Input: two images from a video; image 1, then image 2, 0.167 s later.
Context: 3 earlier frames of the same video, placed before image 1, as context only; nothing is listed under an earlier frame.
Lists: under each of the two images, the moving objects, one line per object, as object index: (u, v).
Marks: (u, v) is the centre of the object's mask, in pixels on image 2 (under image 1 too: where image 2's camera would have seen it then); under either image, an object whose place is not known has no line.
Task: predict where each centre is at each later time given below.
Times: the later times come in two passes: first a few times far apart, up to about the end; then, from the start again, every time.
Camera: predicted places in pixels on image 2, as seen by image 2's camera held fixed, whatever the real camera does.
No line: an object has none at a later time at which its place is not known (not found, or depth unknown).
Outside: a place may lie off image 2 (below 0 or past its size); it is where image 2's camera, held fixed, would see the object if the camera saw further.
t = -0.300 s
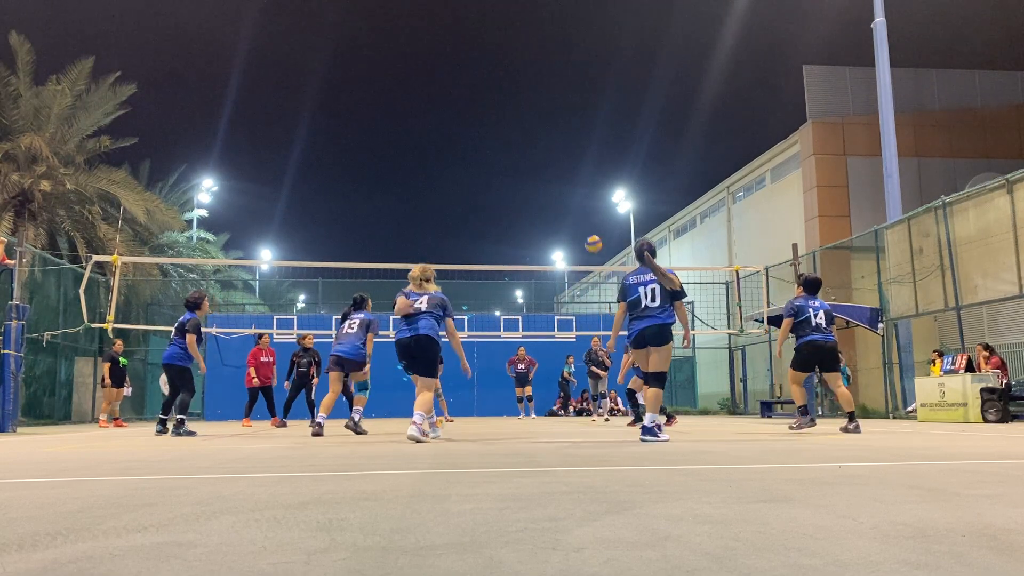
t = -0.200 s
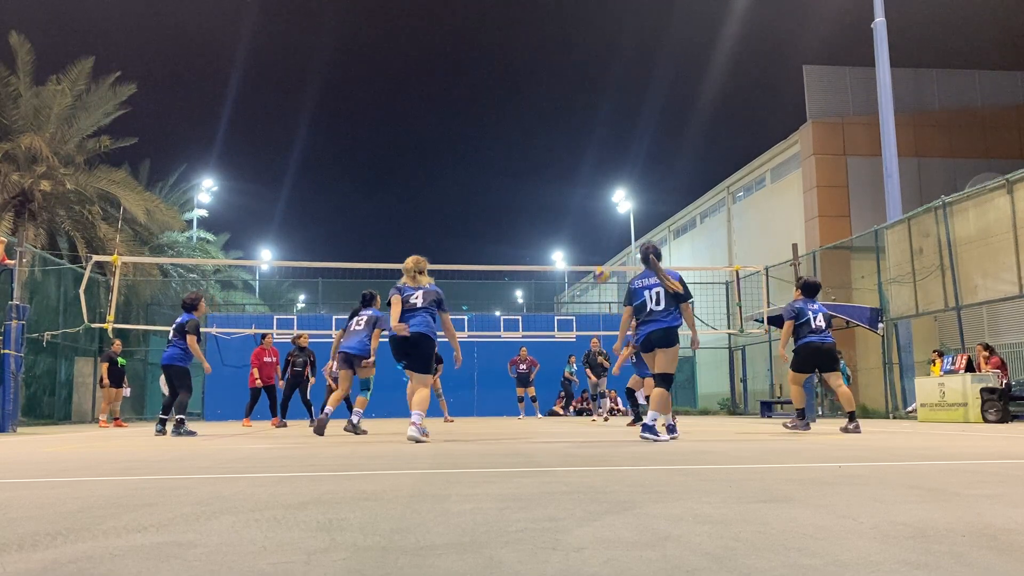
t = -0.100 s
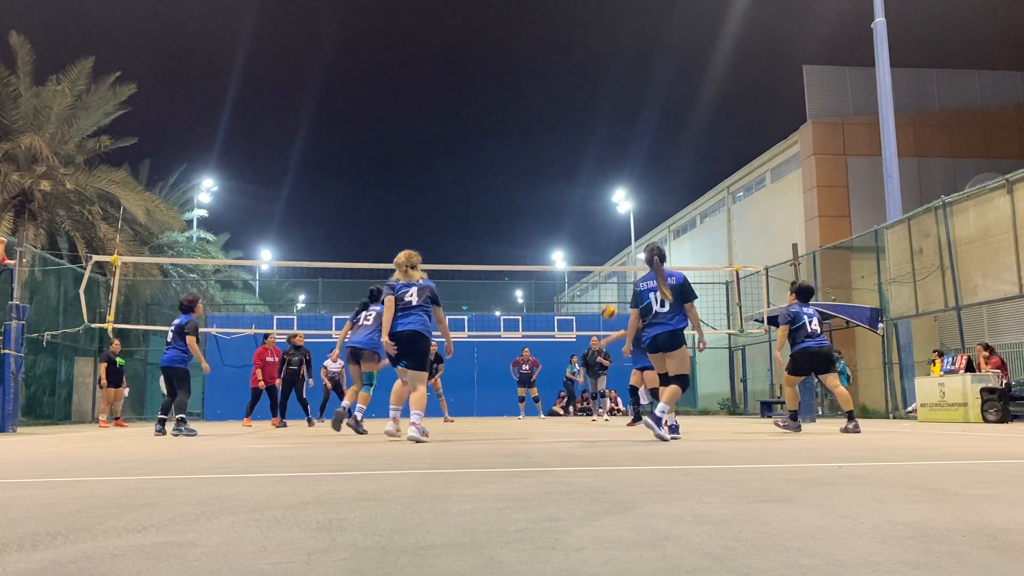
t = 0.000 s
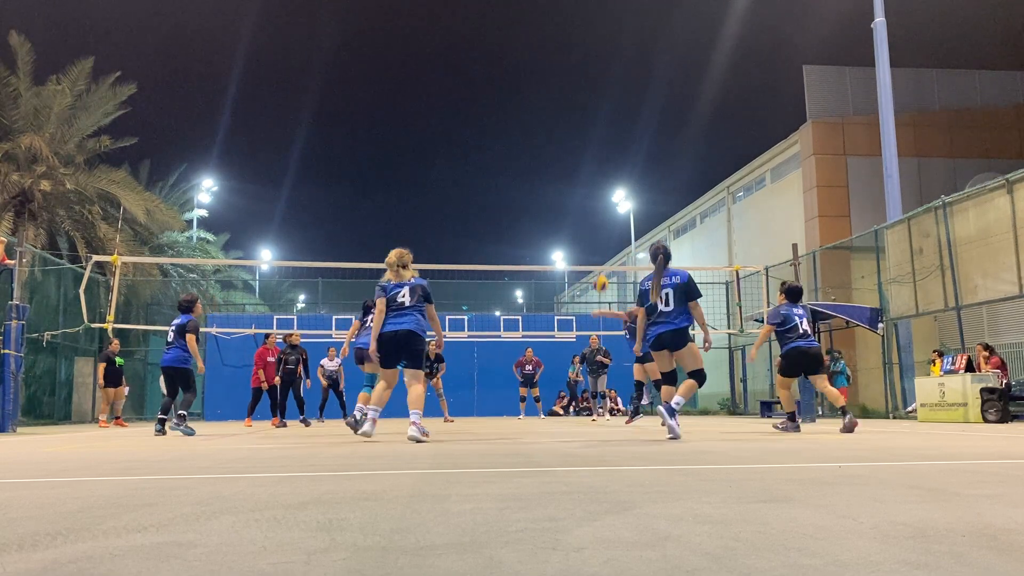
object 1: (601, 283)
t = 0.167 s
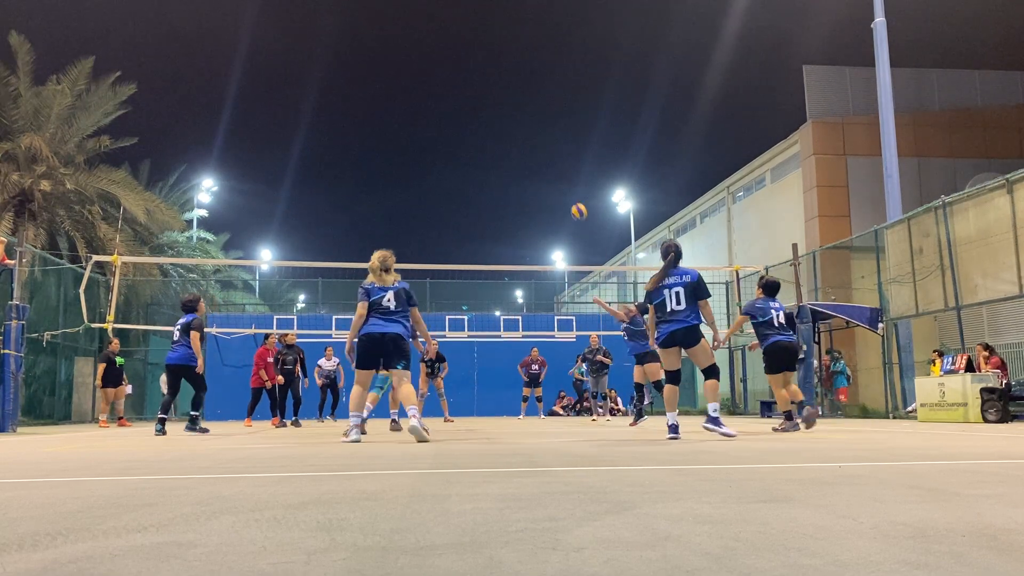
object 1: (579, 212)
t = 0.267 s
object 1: (566, 180)
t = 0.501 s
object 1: (540, 137)
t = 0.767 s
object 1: (511, 135)
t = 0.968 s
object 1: (491, 166)
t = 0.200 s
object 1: (575, 200)
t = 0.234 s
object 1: (570, 190)
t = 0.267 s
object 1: (566, 180)
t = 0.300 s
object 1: (562, 172)
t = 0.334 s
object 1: (559, 164)
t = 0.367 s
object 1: (555, 157)
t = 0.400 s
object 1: (551, 150)
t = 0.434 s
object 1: (547, 145)
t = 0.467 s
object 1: (544, 140)
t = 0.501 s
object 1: (540, 137)
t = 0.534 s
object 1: (536, 134)
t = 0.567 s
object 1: (532, 132)
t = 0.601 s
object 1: (529, 130)
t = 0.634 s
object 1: (525, 130)
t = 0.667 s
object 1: (522, 130)
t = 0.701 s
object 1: (518, 131)
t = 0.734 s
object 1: (515, 133)
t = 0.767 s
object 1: (511, 135)
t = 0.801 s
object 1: (508, 139)
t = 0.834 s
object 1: (504, 143)
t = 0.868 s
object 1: (501, 148)
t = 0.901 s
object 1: (497, 153)
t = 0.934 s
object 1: (494, 159)
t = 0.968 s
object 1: (491, 166)
